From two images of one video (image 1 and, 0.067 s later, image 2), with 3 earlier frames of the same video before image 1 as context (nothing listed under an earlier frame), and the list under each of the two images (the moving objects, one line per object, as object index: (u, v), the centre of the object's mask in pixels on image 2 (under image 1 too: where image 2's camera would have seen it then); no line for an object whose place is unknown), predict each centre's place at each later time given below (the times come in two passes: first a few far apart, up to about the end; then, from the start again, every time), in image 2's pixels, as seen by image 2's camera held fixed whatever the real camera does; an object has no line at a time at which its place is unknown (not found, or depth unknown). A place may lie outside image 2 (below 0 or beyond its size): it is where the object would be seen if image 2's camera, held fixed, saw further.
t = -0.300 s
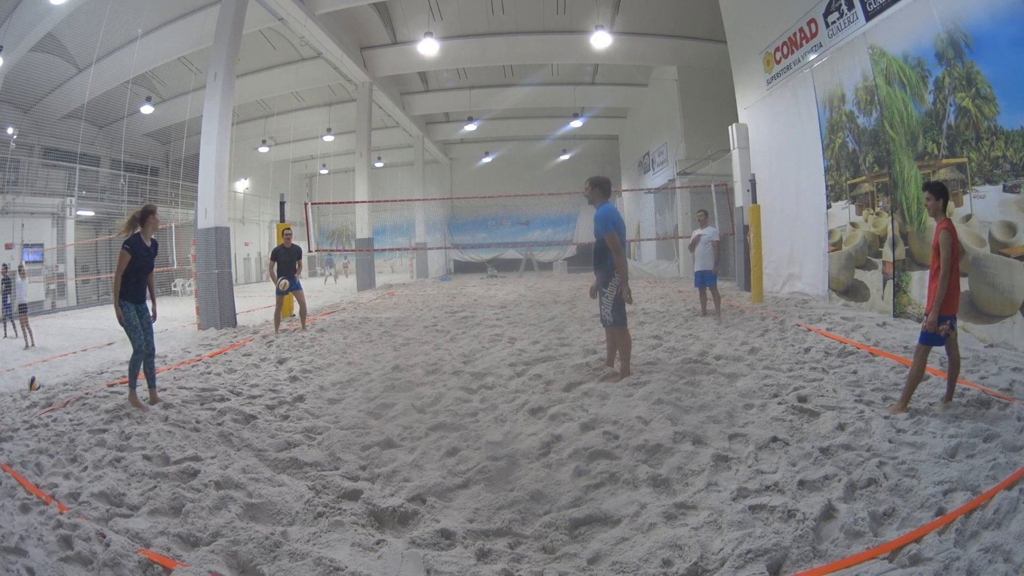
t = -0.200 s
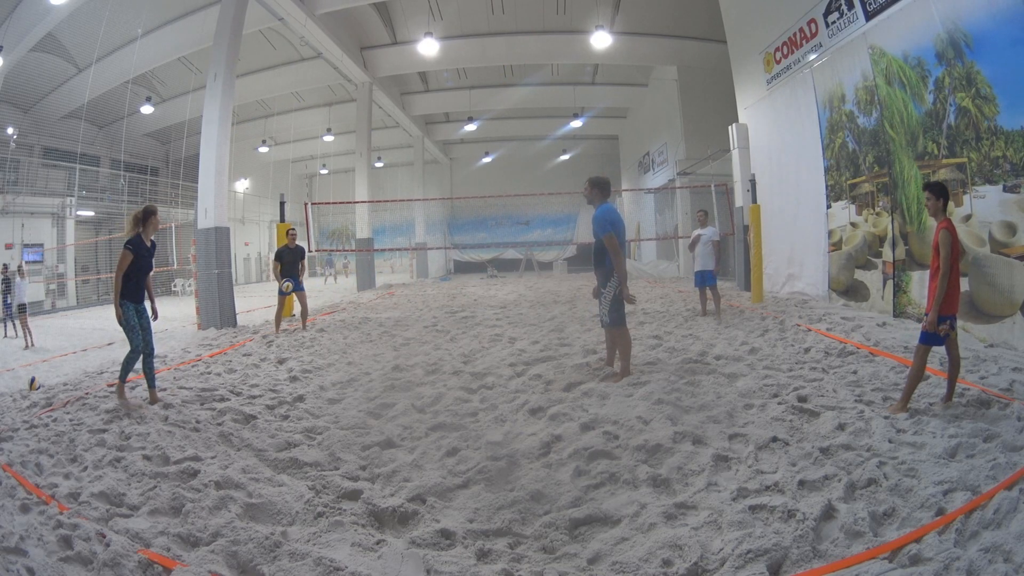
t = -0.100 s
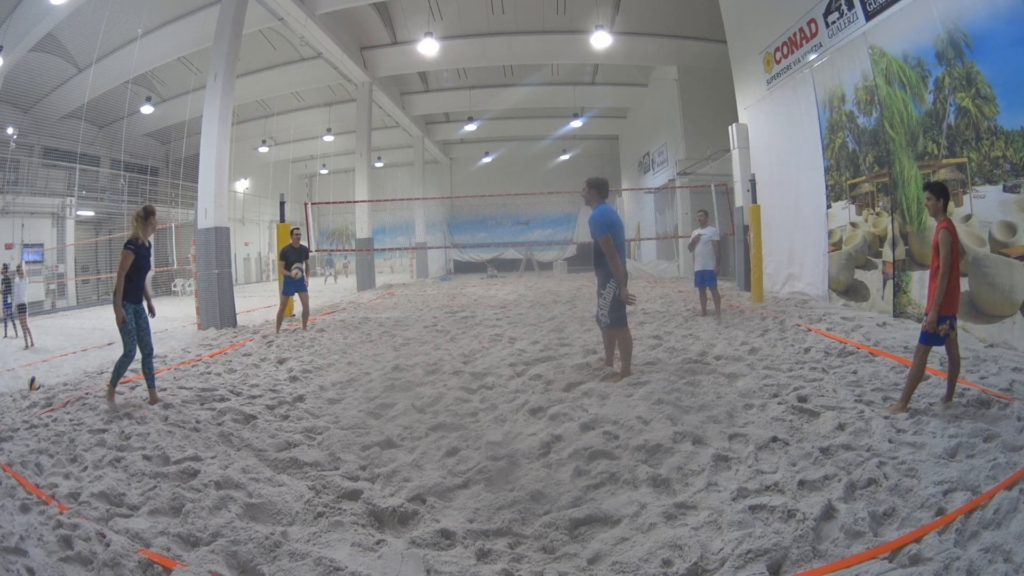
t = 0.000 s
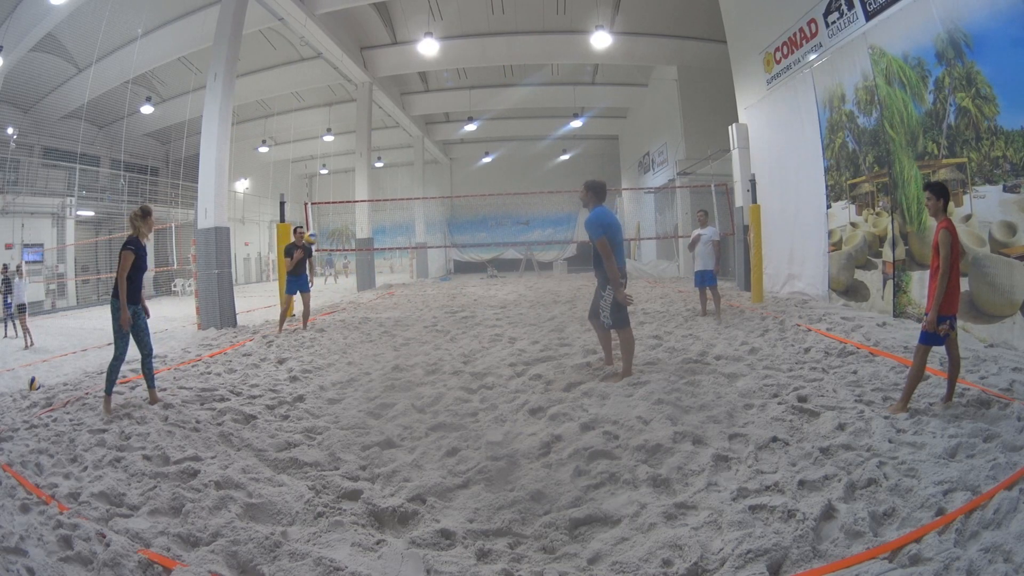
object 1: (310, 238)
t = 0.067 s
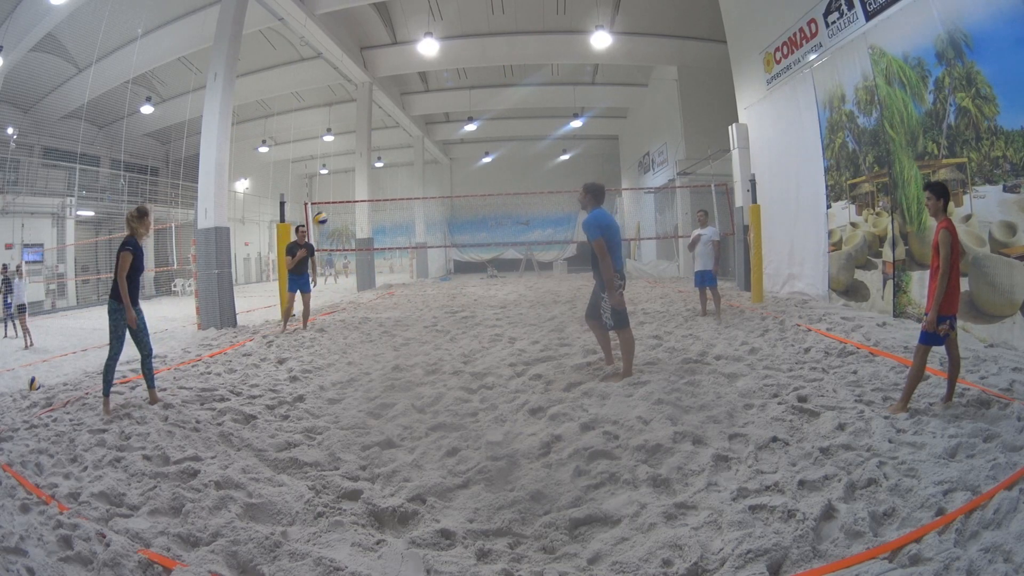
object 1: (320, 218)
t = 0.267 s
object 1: (353, 175)
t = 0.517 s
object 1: (405, 158)
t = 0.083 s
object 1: (323, 214)
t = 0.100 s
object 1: (325, 210)
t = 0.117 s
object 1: (327, 206)
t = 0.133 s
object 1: (330, 201)
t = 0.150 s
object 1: (333, 198)
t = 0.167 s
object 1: (336, 193)
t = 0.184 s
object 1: (339, 189)
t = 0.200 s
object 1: (341, 186)
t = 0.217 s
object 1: (344, 183)
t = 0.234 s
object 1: (347, 180)
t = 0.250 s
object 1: (350, 178)
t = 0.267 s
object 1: (353, 175)
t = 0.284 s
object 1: (356, 173)
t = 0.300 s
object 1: (359, 171)
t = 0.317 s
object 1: (363, 168)
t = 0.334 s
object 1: (366, 166)
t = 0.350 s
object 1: (369, 164)
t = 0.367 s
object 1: (372, 163)
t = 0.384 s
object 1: (376, 161)
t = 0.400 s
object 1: (379, 160)
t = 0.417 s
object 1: (383, 159)
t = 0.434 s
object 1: (386, 158)
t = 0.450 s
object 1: (390, 158)
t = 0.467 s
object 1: (393, 157)
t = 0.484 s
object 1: (397, 158)
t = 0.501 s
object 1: (401, 157)
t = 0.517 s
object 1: (405, 158)
